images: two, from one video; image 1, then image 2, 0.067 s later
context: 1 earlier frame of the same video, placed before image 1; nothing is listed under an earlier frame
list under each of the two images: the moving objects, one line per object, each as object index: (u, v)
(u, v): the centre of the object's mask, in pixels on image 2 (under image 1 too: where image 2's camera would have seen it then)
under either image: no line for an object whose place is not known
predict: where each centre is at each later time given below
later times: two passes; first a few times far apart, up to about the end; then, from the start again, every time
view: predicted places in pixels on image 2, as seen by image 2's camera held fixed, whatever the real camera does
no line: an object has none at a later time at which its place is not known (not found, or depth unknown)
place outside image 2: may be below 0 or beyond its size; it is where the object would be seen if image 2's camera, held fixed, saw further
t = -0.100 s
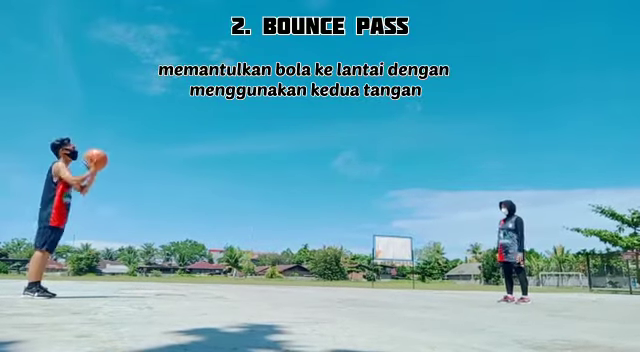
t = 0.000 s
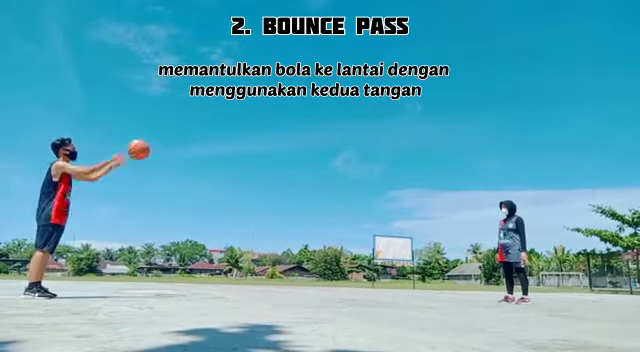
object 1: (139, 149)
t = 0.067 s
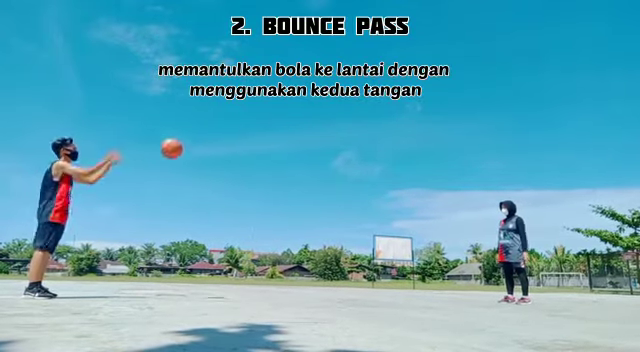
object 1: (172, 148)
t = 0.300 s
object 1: (271, 169)
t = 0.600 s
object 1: (373, 249)
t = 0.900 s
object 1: (430, 240)
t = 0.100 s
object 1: (187, 148)
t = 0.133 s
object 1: (202, 150)
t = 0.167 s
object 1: (217, 152)
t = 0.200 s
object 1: (232, 155)
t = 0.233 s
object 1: (245, 159)
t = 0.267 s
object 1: (258, 164)
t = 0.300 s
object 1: (271, 169)
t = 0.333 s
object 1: (283, 175)
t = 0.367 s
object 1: (296, 182)
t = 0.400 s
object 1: (308, 189)
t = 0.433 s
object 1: (319, 199)
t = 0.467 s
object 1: (330, 207)
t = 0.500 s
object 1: (341, 216)
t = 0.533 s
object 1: (352, 227)
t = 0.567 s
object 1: (363, 238)
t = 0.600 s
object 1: (373, 249)
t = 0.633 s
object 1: (383, 263)
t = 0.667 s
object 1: (392, 276)
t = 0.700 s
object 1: (404, 290)
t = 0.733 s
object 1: (409, 286)
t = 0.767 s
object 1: (414, 275)
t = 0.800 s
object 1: (418, 264)
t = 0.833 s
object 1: (424, 256)
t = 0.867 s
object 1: (425, 248)
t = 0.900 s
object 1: (430, 240)
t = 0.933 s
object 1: (433, 234)
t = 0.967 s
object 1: (437, 230)
